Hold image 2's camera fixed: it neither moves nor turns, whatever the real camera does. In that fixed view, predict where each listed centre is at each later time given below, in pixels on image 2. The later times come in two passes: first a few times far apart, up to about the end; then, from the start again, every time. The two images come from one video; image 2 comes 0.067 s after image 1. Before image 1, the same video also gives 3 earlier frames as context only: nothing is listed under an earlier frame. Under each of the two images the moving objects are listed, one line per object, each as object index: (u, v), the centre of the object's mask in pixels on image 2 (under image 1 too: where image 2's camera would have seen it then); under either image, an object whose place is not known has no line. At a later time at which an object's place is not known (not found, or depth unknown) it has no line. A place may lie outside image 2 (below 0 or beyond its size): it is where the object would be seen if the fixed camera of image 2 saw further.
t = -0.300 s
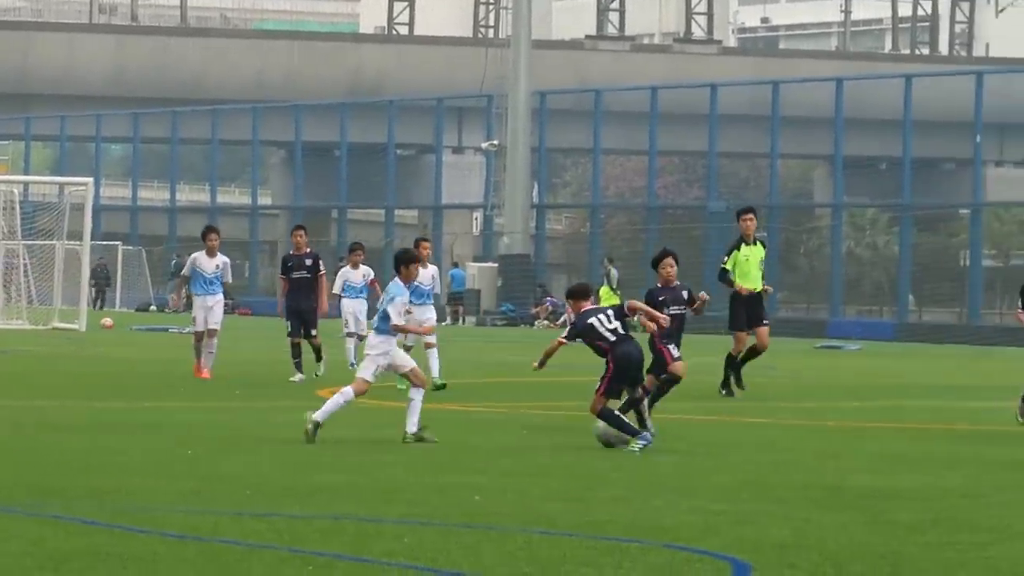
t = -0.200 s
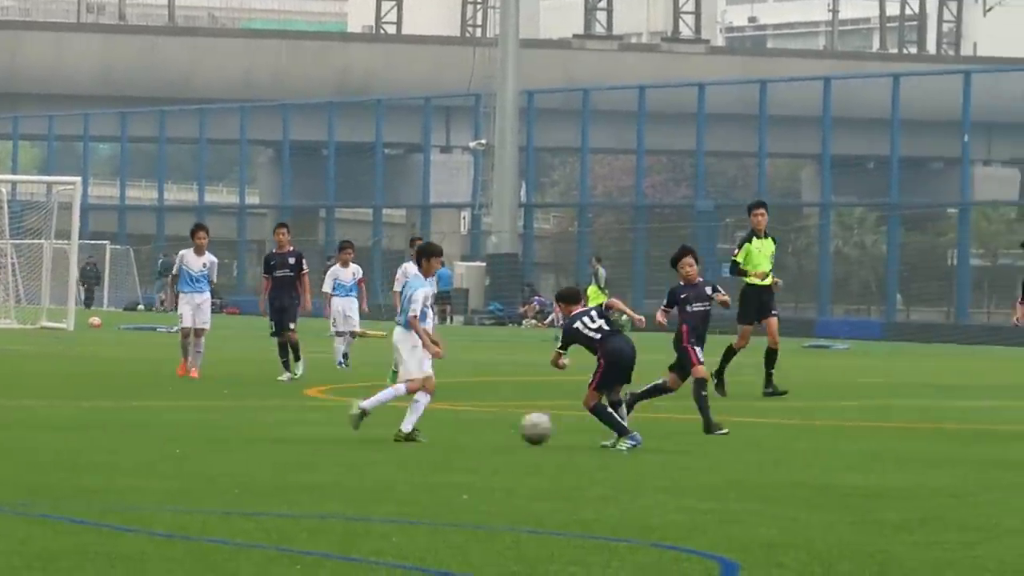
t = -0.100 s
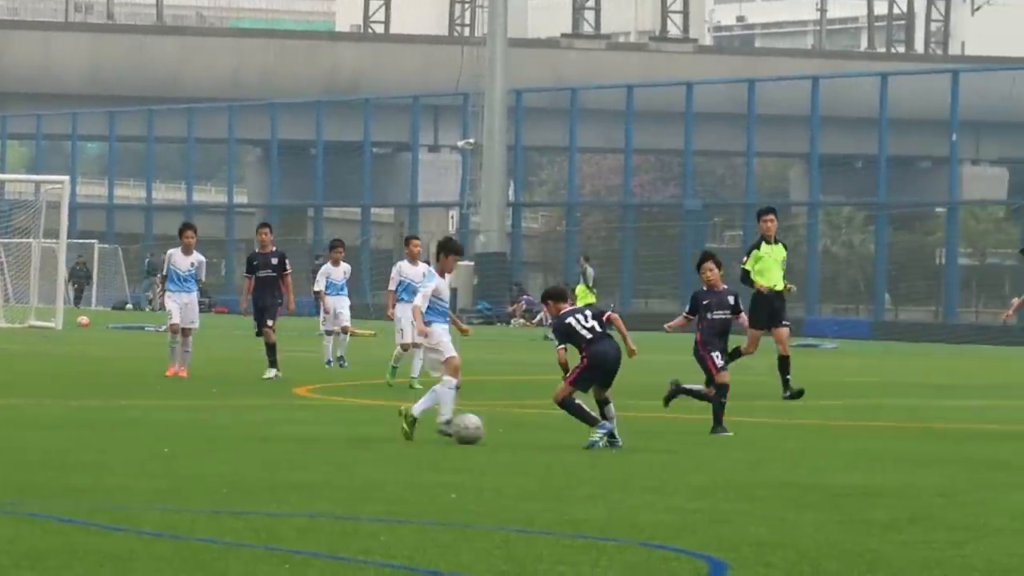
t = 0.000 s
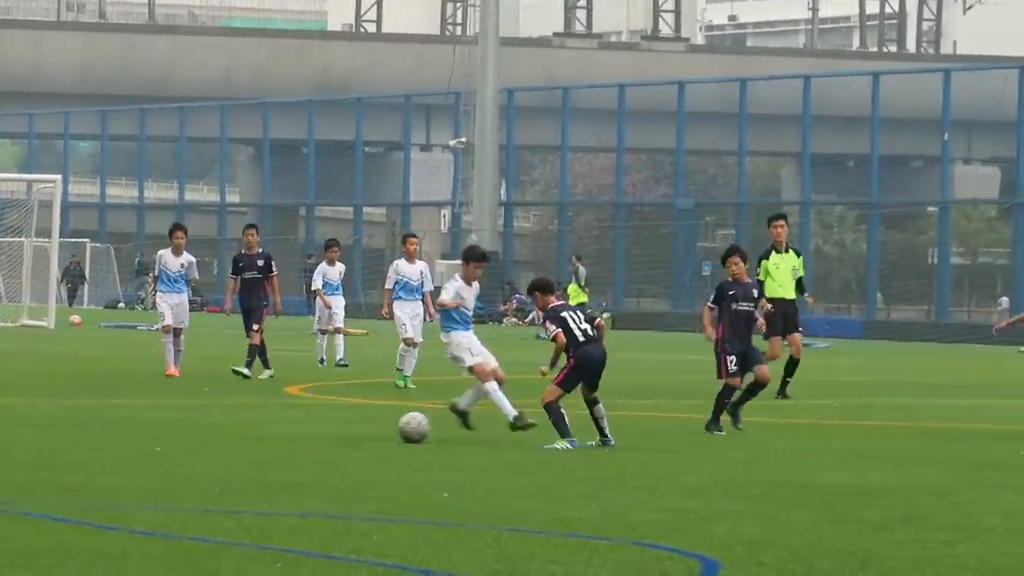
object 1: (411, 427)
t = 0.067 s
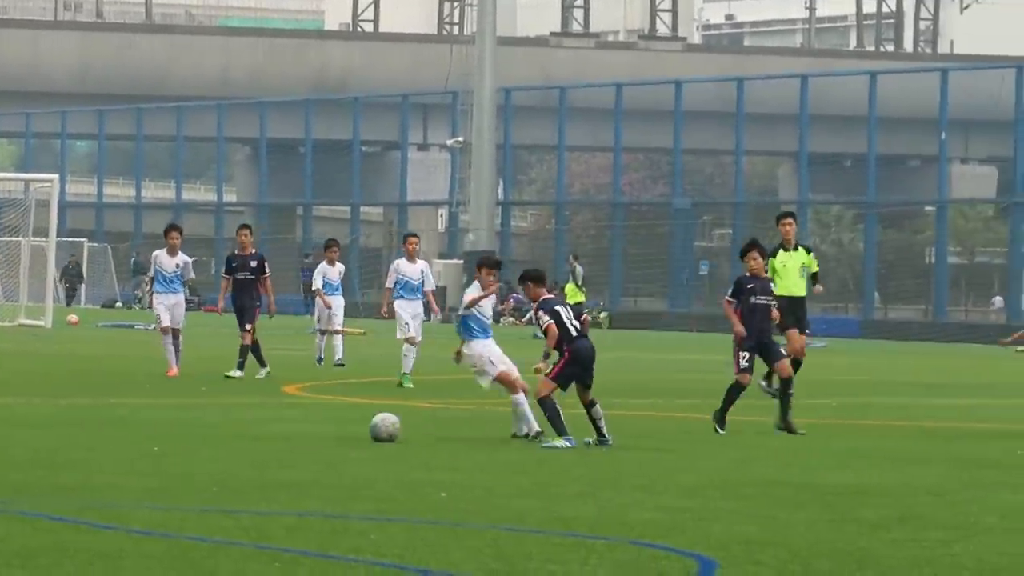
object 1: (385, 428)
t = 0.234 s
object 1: (339, 428)
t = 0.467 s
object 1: (302, 428)
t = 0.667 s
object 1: (274, 427)
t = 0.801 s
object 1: (256, 428)
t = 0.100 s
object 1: (374, 427)
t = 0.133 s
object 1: (364, 427)
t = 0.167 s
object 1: (354, 428)
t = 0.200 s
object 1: (346, 428)
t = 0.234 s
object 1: (339, 428)
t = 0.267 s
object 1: (333, 428)
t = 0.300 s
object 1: (328, 428)
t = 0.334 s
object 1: (323, 427)
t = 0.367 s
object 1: (317, 428)
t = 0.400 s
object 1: (312, 428)
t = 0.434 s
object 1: (307, 428)
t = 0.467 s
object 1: (302, 428)
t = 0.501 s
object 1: (297, 428)
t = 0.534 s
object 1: (292, 428)
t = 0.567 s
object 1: (287, 428)
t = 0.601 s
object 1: (283, 428)
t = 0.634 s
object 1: (278, 427)
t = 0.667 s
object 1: (274, 427)
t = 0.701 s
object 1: (269, 427)
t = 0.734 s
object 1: (265, 428)
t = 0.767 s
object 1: (260, 428)
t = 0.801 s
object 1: (256, 428)
